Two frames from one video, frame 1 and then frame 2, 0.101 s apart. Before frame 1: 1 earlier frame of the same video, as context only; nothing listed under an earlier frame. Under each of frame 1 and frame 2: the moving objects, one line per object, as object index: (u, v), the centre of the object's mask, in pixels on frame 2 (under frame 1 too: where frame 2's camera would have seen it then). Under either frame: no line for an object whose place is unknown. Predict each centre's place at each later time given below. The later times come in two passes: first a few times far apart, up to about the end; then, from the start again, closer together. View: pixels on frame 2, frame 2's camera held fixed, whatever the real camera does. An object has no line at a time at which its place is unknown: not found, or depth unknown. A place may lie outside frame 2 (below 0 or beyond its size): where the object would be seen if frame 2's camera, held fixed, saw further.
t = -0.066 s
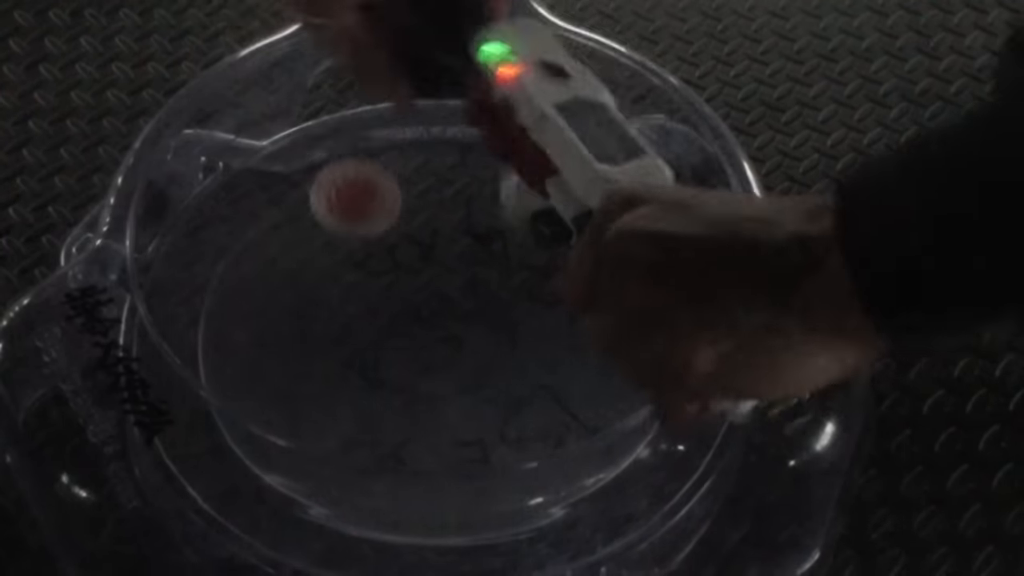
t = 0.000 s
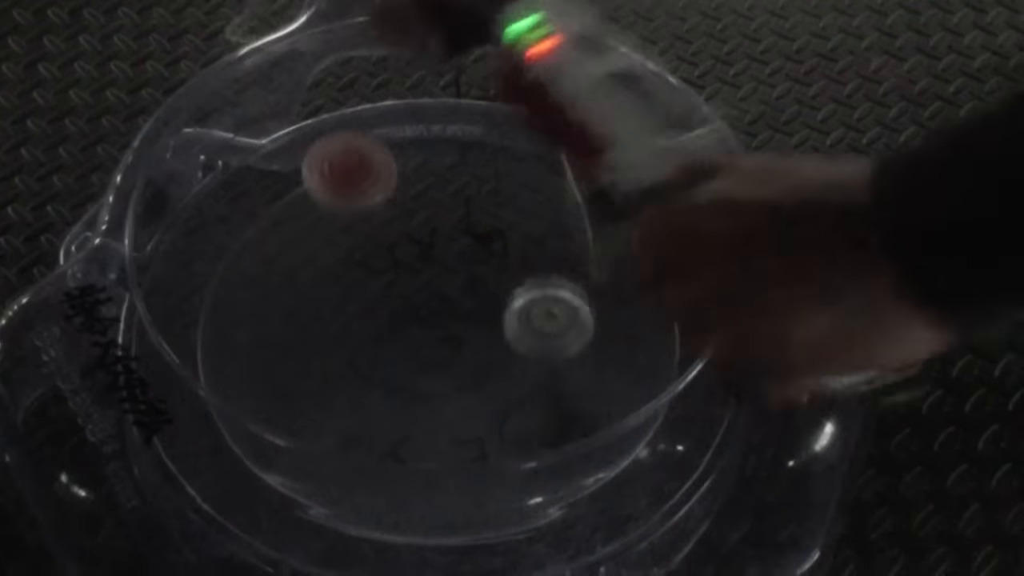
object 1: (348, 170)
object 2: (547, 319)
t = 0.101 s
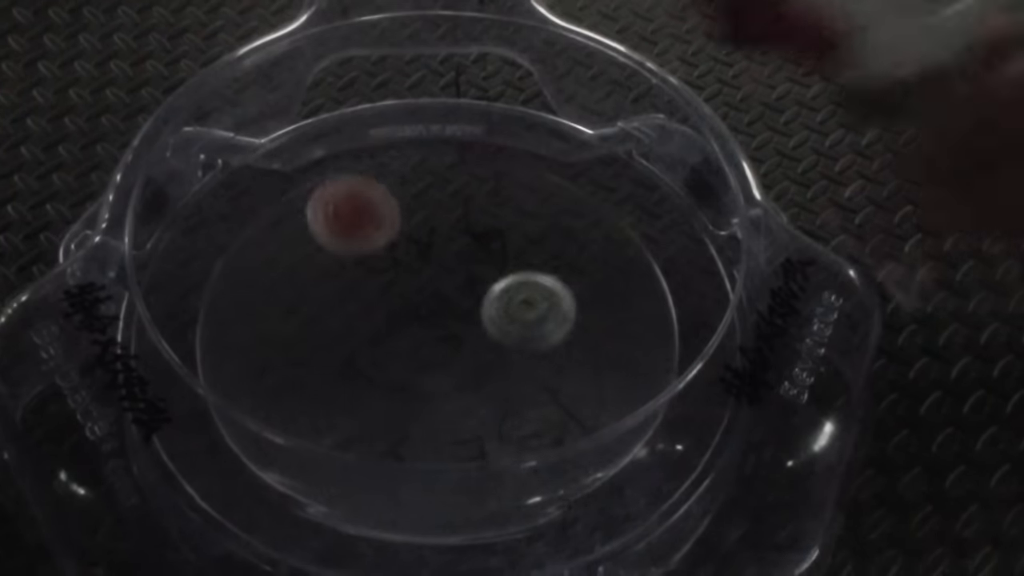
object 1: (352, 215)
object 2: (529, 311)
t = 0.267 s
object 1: (424, 265)
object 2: (487, 341)
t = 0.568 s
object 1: (358, 184)
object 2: (551, 356)
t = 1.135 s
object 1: (455, 258)
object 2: (538, 365)
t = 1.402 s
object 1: (445, 218)
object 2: (478, 364)
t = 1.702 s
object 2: (395, 442)
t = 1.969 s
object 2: (440, 434)
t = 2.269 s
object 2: (430, 390)
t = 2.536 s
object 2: (395, 356)
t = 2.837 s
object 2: (395, 326)
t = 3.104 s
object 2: (376, 291)
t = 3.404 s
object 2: (405, 281)
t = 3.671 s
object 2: (441, 288)
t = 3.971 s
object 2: (484, 307)
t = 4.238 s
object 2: (553, 290)
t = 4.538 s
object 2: (556, 295)
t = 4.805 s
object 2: (525, 319)
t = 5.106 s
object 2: (475, 343)
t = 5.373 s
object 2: (427, 354)
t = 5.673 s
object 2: (395, 348)
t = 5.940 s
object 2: (387, 338)
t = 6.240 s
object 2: (391, 322)
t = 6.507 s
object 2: (412, 311)
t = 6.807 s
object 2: (452, 312)
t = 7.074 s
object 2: (495, 285)
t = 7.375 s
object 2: (510, 303)
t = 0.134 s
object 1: (360, 223)
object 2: (520, 331)
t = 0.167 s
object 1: (370, 241)
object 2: (509, 338)
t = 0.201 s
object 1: (386, 254)
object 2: (499, 336)
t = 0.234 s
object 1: (407, 269)
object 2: (489, 335)
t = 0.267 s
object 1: (424, 265)
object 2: (487, 341)
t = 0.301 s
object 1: (426, 245)
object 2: (496, 362)
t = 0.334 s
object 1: (422, 225)
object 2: (503, 377)
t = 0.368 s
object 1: (412, 209)
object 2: (511, 389)
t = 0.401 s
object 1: (401, 195)
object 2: (518, 393)
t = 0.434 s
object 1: (389, 186)
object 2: (527, 393)
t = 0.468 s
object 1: (379, 179)
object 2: (536, 389)
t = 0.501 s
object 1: (369, 176)
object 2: (545, 381)
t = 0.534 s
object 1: (362, 178)
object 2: (551, 368)
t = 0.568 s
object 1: (358, 184)
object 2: (551, 356)
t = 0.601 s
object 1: (356, 195)
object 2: (546, 345)
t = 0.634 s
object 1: (359, 208)
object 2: (536, 336)
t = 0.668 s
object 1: (365, 225)
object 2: (522, 331)
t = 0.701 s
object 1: (374, 244)
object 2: (505, 327)
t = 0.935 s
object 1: (436, 252)
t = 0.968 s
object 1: (438, 249)
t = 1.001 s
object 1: (440, 248)
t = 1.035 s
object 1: (442, 248)
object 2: (534, 396)
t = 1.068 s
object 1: (444, 250)
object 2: (540, 388)
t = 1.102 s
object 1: (449, 254)
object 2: (542, 376)
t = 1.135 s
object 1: (455, 258)
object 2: (538, 365)
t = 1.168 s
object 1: (464, 262)
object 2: (530, 354)
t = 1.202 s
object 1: (474, 265)
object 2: (518, 345)
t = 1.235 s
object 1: (484, 261)
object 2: (508, 345)
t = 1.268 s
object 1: (487, 244)
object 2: (498, 352)
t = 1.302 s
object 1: (482, 230)
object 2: (491, 357)
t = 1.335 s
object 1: (472, 220)
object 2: (486, 360)
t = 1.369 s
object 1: (459, 216)
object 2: (482, 363)
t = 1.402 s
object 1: (445, 218)
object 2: (478, 364)
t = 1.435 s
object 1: (435, 228)
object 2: (473, 366)
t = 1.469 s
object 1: (428, 243)
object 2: (468, 368)
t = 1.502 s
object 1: (429, 261)
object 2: (465, 370)
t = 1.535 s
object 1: (437, 278)
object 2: (461, 372)
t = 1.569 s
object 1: (452, 292)
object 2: (457, 374)
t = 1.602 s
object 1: (484, 282)
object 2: (436, 397)
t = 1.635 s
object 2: (415, 421)
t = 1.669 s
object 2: (402, 436)
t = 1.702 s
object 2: (395, 442)
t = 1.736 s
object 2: (395, 447)
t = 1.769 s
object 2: (397, 457)
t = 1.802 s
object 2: (403, 448)
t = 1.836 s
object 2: (409, 448)
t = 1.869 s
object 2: (418, 446)
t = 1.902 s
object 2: (426, 443)
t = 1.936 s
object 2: (434, 438)
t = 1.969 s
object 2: (440, 434)
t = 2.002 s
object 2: (443, 426)
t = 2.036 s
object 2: (444, 420)
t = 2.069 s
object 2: (443, 413)
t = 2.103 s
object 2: (441, 408)
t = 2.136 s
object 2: (439, 405)
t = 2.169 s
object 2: (436, 402)
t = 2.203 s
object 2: (434, 397)
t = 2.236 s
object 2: (432, 394)
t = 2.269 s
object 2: (430, 390)
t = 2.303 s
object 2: (428, 387)
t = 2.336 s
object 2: (422, 382)
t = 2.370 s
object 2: (413, 372)
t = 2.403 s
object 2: (405, 370)
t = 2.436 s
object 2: (399, 366)
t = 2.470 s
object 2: (397, 362)
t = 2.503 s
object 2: (396, 359)
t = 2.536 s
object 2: (395, 356)
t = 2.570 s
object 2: (394, 352)
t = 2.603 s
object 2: (393, 349)
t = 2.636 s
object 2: (393, 345)
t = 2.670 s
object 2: (392, 342)
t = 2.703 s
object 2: (393, 339)
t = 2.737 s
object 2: (393, 337)
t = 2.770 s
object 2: (393, 332)
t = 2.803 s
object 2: (394, 329)
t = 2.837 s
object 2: (395, 326)
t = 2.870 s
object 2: (396, 323)
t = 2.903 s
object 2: (392, 318)
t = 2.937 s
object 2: (379, 308)
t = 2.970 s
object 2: (372, 304)
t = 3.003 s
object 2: (372, 300)
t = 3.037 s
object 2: (373, 297)
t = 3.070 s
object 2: (374, 294)
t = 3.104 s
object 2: (376, 291)
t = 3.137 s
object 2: (378, 289)
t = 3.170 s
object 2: (380, 287)
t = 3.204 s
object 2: (383, 285)
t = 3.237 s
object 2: (386, 284)
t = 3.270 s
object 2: (389, 283)
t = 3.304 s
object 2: (393, 283)
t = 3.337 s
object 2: (397, 283)
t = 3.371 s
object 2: (401, 282)
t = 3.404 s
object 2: (405, 281)
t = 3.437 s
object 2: (410, 281)
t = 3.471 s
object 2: (414, 281)
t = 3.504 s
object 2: (418, 281)
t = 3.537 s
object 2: (422, 283)
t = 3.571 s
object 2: (426, 285)
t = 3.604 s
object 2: (431, 285)
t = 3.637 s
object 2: (435, 287)
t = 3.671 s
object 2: (441, 288)
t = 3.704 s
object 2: (446, 289)
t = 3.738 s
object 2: (450, 291)
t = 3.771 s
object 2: (455, 292)
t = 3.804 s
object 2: (460, 294)
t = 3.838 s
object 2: (465, 297)
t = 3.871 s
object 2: (470, 299)
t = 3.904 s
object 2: (475, 302)
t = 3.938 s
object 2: (479, 305)
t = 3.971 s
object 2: (484, 307)
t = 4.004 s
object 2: (489, 310)
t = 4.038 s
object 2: (494, 310)
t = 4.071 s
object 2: (509, 306)
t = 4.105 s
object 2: (522, 301)
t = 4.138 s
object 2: (533, 299)
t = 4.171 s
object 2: (543, 296)
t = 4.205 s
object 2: (550, 292)
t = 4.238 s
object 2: (553, 290)
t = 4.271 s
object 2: (554, 287)
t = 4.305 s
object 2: (558, 285)
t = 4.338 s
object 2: (563, 283)
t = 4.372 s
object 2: (567, 283)
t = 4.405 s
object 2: (567, 284)
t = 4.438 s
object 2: (566, 286)
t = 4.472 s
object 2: (563, 289)
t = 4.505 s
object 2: (560, 292)
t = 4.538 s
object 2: (556, 295)
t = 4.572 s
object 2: (553, 298)
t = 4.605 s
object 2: (549, 301)
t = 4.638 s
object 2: (546, 304)
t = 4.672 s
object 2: (542, 307)
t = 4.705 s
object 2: (537, 311)
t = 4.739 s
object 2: (534, 314)
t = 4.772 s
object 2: (529, 316)
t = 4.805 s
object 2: (525, 319)
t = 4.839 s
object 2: (520, 321)
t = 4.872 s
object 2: (515, 324)
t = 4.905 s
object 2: (510, 327)
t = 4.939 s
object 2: (505, 331)
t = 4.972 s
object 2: (499, 333)
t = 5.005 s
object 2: (493, 336)
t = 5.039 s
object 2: (488, 339)
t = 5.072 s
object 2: (481, 341)
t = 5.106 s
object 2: (475, 343)
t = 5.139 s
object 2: (469, 345)
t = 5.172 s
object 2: (462, 347)
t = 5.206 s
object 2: (456, 349)
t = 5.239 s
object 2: (450, 350)
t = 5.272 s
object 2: (444, 352)
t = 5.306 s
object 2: (438, 353)
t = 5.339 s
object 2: (432, 353)
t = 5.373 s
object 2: (427, 354)
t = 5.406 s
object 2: (422, 354)
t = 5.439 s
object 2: (417, 354)
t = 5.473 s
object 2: (413, 354)
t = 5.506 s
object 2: (409, 353)
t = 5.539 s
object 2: (405, 352)
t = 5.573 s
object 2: (402, 351)
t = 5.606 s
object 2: (399, 350)
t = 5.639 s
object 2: (397, 349)
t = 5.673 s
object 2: (395, 348)
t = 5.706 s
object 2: (393, 347)
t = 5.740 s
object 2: (391, 346)
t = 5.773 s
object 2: (390, 346)
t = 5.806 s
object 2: (389, 344)
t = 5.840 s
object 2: (388, 343)
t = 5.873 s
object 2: (388, 341)
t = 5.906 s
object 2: (387, 340)
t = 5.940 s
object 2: (387, 338)
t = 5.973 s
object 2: (386, 336)
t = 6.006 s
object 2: (386, 334)
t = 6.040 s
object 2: (386, 332)
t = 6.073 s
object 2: (387, 331)
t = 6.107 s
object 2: (387, 329)
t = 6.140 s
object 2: (388, 328)
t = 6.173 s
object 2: (389, 325)
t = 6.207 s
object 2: (390, 324)
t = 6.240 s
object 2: (391, 322)
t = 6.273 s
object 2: (393, 320)
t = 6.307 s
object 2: (393, 319)
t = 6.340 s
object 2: (396, 317)
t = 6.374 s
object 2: (399, 315)
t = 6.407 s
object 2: (401, 314)
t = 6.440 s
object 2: (405, 313)
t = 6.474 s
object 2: (408, 312)
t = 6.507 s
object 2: (412, 311)
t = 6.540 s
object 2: (416, 311)
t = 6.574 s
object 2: (420, 311)
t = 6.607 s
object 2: (424, 311)
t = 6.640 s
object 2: (429, 311)
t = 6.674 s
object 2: (433, 311)
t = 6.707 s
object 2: (438, 311)
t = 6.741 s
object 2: (443, 312)
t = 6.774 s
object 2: (447, 311)
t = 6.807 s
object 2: (452, 312)
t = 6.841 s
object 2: (457, 312)
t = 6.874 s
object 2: (463, 312)
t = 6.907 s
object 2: (468, 308)
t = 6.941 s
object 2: (473, 298)
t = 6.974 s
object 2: (481, 291)
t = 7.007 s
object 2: (488, 286)
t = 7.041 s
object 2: (492, 284)
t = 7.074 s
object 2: (495, 285)
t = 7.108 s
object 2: (497, 286)
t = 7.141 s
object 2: (500, 288)
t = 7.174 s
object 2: (502, 290)
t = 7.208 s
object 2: (504, 292)
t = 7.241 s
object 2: (506, 293)
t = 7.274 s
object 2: (507, 295)
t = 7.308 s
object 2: (509, 297)
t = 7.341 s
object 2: (509, 300)
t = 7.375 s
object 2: (510, 303)
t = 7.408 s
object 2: (510, 305)
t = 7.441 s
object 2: (512, 307)
